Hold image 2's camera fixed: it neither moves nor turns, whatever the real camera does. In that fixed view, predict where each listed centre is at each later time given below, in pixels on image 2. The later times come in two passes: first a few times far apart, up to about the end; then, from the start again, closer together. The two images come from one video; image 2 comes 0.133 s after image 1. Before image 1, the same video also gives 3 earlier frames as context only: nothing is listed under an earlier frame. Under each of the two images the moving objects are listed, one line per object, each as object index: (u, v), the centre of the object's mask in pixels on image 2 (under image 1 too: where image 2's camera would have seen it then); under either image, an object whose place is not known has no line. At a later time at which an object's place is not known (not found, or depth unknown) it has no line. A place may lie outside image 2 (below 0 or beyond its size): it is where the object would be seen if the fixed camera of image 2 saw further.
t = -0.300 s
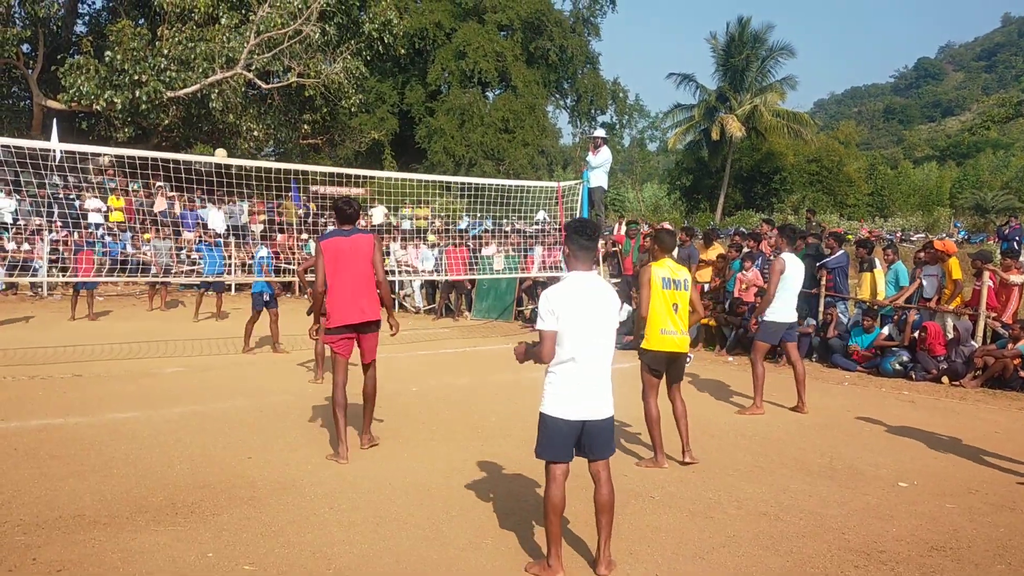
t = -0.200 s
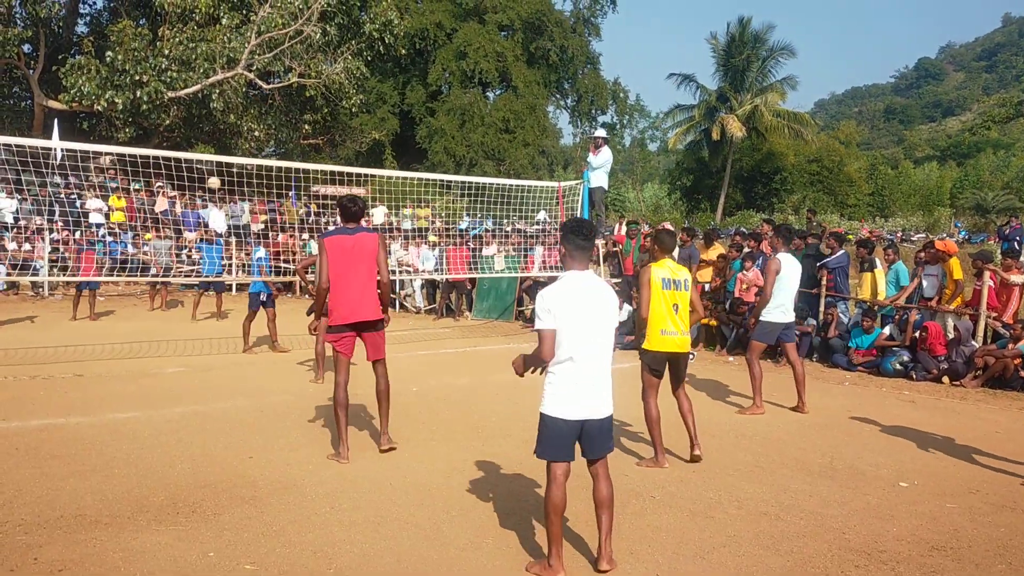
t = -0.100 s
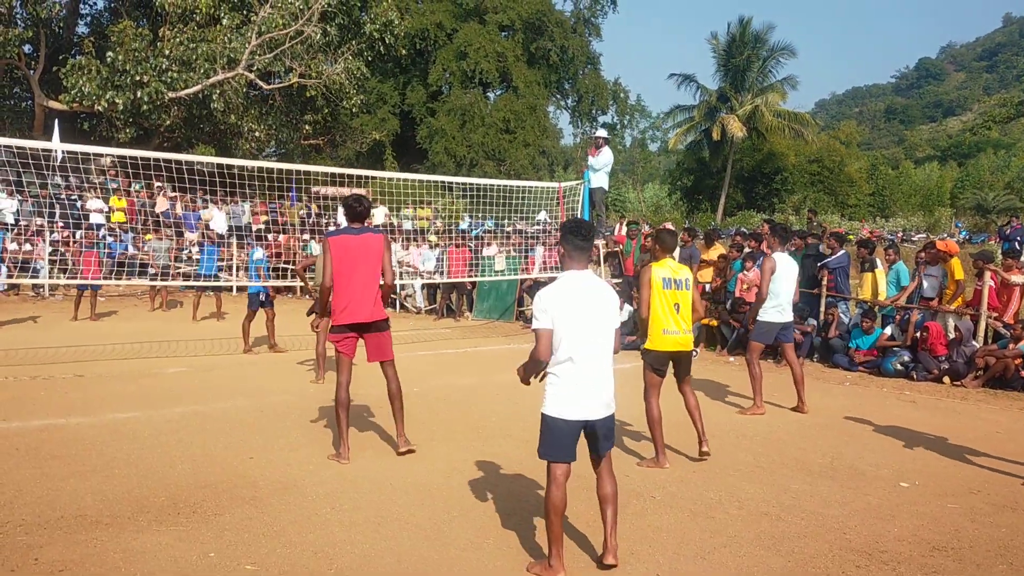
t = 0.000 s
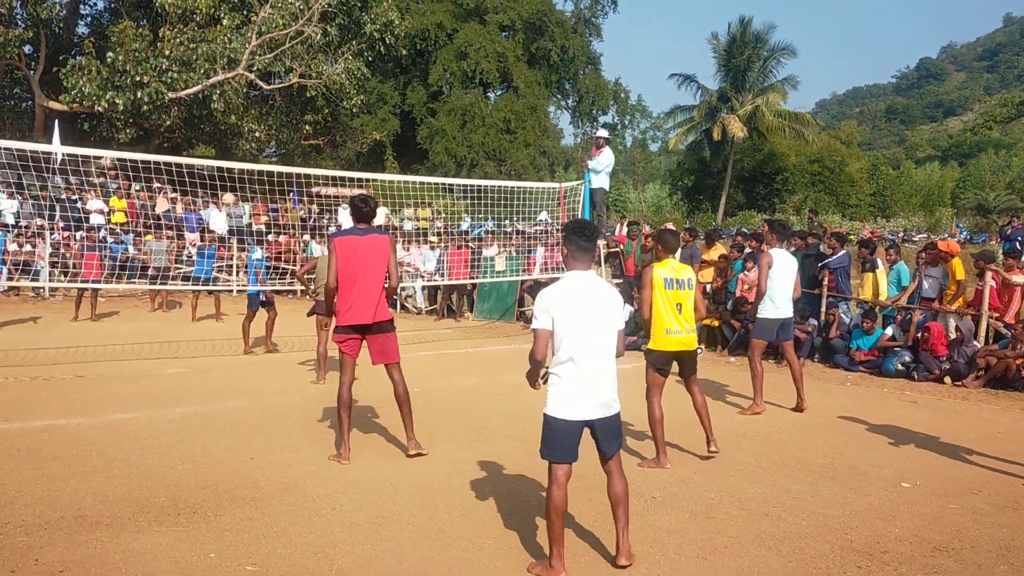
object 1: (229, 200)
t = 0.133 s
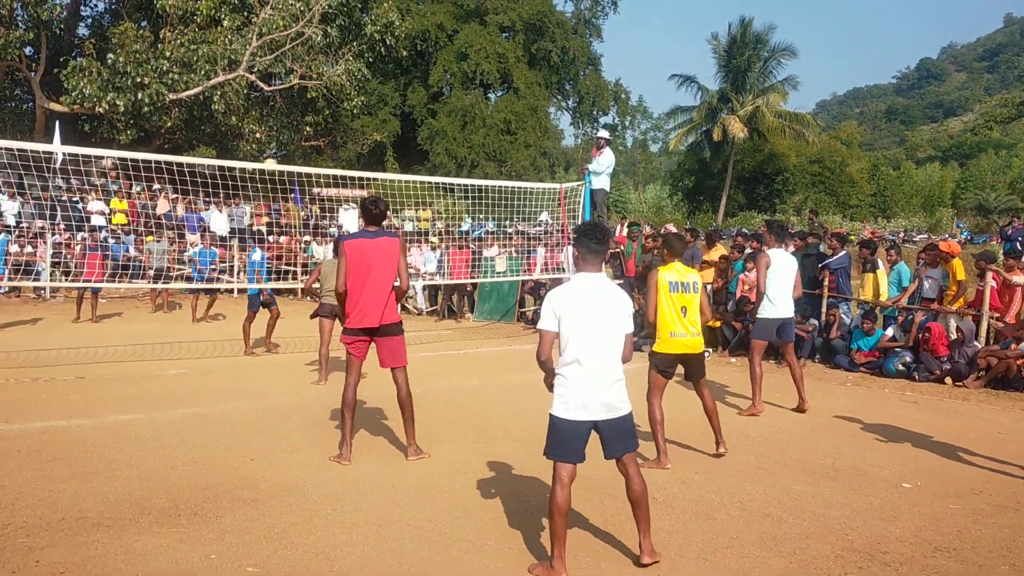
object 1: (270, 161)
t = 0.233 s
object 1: (304, 144)
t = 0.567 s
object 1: (441, 105)
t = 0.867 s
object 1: (610, 145)
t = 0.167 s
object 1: (281, 157)
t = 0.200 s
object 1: (292, 151)
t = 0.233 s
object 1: (304, 144)
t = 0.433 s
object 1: (381, 113)
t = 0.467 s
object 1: (395, 110)
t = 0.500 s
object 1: (410, 107)
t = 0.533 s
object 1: (425, 106)
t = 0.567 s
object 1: (441, 105)
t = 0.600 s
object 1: (458, 105)
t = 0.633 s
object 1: (475, 106)
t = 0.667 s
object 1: (492, 108)
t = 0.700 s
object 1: (510, 111)
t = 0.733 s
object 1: (529, 115)
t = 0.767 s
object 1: (548, 121)
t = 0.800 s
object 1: (568, 128)
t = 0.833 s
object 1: (588, 135)
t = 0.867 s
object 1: (610, 145)
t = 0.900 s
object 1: (632, 155)
